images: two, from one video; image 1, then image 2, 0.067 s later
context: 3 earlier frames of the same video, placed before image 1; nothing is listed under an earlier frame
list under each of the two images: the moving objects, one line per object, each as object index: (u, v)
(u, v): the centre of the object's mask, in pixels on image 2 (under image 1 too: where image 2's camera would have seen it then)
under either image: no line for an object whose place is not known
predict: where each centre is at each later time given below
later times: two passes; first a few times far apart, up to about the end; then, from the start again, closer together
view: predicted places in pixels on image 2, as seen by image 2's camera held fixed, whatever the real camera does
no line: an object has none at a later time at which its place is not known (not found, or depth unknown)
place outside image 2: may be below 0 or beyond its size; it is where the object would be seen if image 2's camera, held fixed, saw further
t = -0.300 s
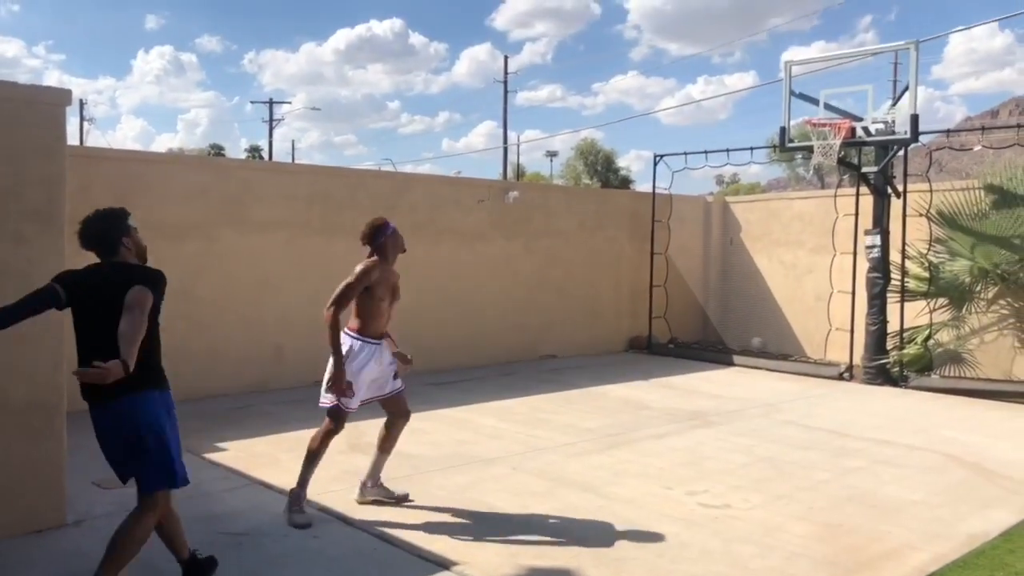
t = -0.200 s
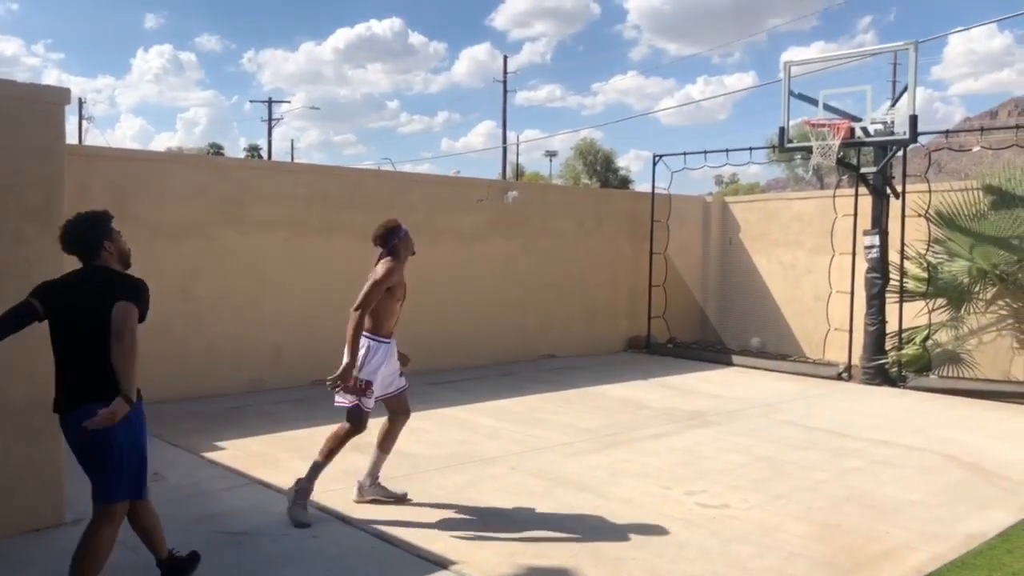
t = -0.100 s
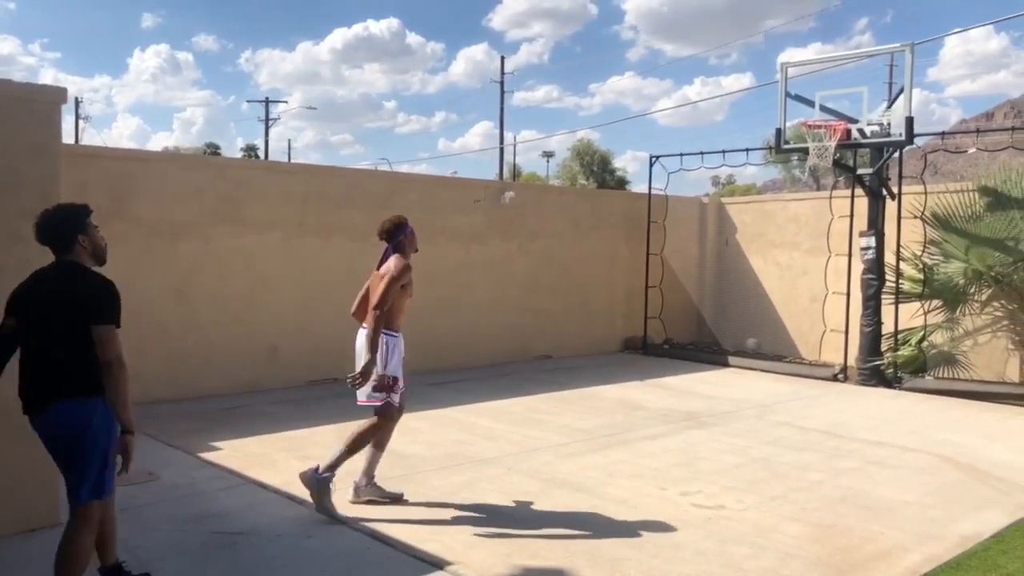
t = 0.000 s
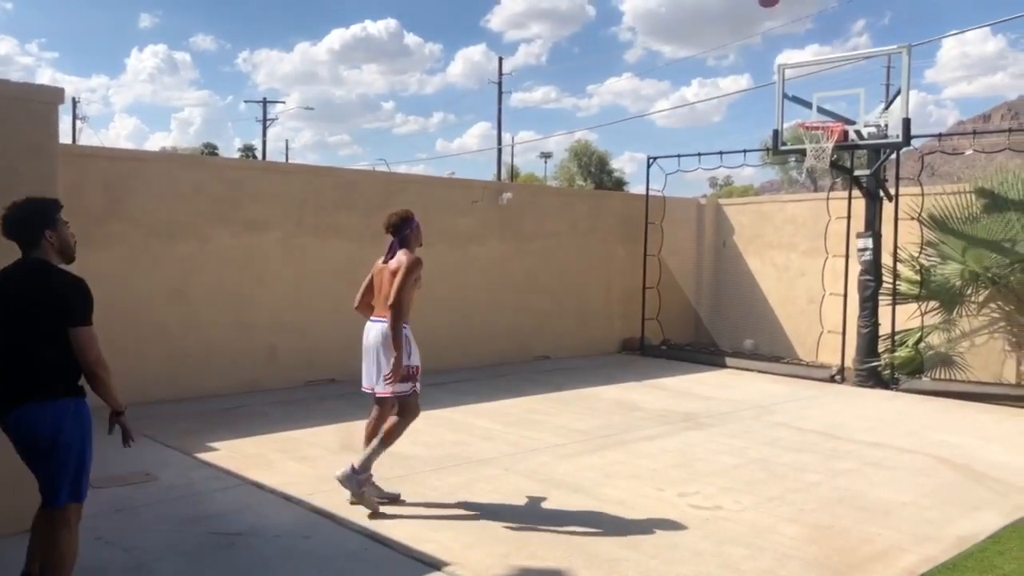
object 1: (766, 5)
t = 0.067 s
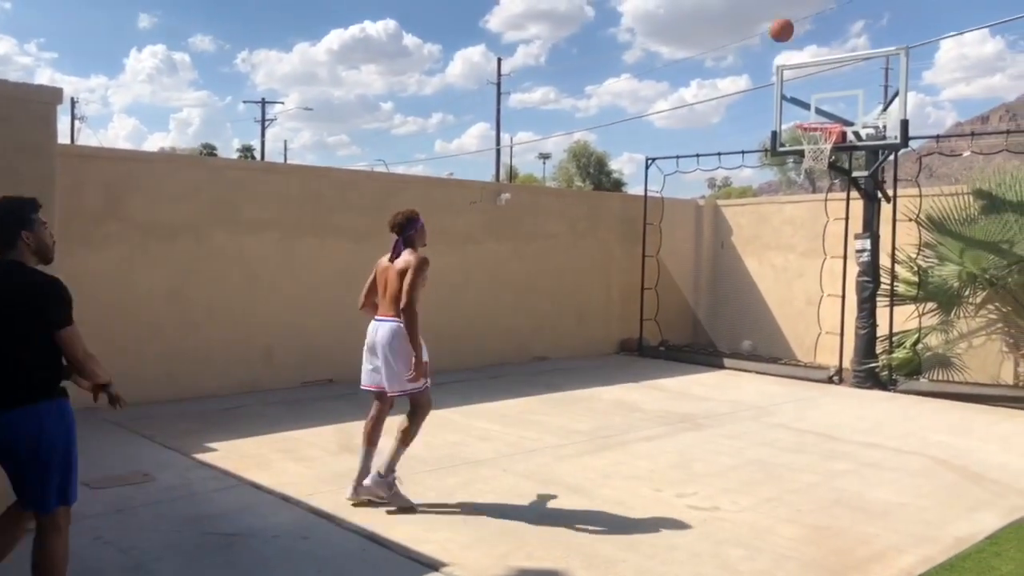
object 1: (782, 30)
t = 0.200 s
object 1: (808, 104)
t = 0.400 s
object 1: (815, 96)
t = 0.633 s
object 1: (784, 68)
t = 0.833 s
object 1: (755, 83)
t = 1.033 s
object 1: (724, 137)
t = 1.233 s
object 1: (691, 233)
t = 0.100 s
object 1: (788, 48)
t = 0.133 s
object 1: (795, 66)
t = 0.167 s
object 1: (802, 84)
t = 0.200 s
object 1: (808, 104)
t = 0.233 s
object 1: (814, 116)
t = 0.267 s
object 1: (819, 118)
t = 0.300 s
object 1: (825, 122)
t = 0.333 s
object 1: (822, 113)
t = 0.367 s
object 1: (818, 104)
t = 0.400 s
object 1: (815, 96)
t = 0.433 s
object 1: (810, 90)
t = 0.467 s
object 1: (806, 84)
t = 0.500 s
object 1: (802, 79)
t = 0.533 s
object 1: (798, 75)
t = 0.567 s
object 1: (793, 71)
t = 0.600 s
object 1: (788, 69)
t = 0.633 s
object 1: (784, 68)
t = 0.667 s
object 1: (780, 68)
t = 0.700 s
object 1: (775, 69)
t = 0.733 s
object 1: (770, 71)
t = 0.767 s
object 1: (765, 74)
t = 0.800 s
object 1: (760, 77)
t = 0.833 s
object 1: (755, 83)
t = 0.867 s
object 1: (750, 88)
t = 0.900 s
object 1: (745, 96)
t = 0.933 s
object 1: (740, 105)
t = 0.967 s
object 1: (735, 114)
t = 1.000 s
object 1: (730, 125)
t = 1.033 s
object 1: (724, 137)
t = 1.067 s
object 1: (719, 150)
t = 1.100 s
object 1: (713, 164)
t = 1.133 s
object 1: (708, 180)
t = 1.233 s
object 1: (691, 233)
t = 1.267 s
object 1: (686, 253)
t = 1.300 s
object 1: (680, 276)
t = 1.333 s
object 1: (674, 299)
